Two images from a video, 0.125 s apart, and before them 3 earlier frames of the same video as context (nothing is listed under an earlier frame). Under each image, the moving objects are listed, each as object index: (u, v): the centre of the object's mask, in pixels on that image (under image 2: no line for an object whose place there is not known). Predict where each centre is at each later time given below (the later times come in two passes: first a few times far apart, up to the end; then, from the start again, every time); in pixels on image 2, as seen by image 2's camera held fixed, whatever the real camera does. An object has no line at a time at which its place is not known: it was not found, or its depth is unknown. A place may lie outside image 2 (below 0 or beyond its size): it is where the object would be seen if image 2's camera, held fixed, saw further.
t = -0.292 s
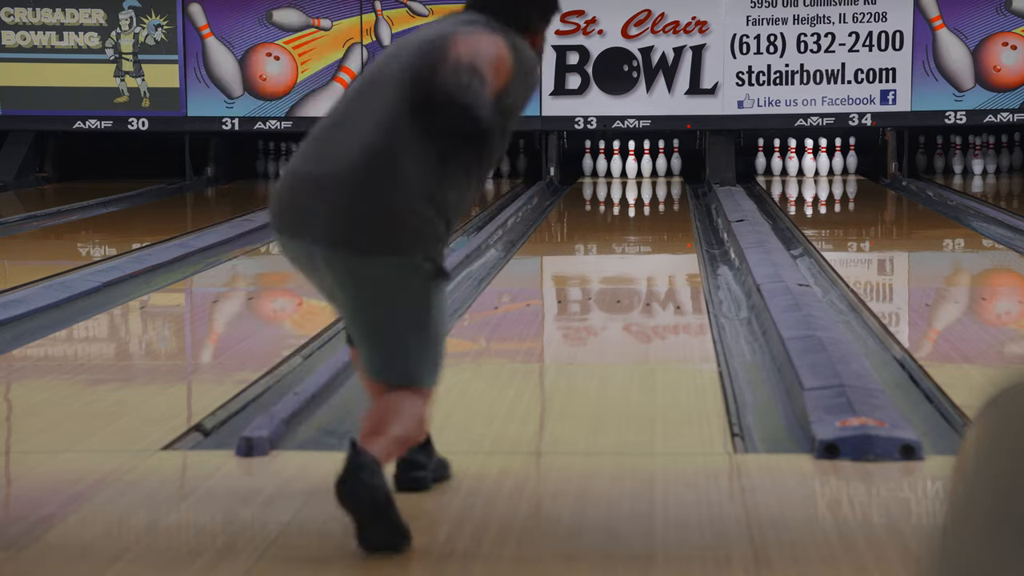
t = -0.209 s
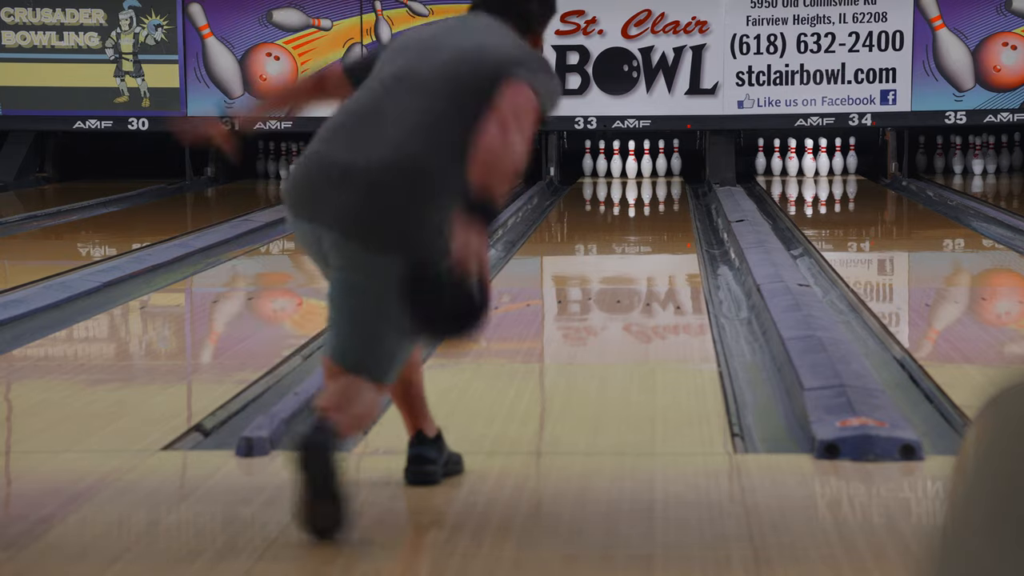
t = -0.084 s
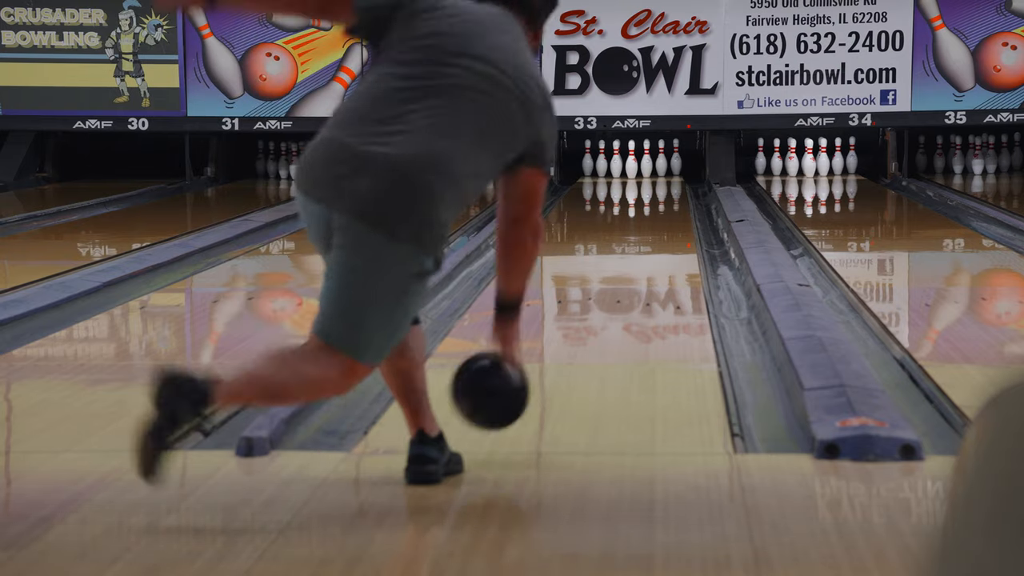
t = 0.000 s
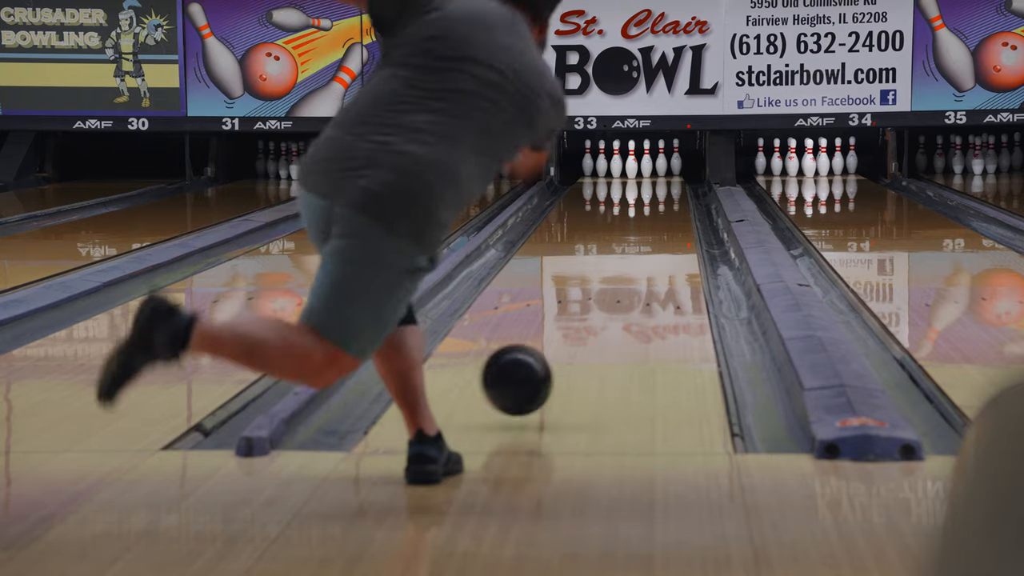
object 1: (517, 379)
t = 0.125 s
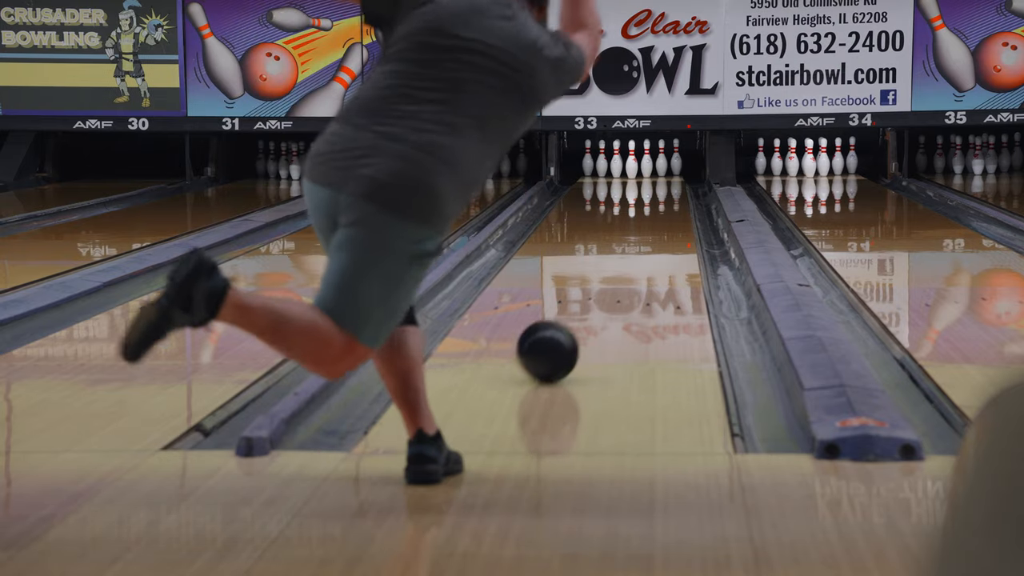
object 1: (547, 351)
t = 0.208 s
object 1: (564, 328)
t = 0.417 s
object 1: (594, 286)
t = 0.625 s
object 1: (615, 257)
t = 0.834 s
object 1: (630, 236)
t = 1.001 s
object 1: (639, 221)
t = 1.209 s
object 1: (647, 207)
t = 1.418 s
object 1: (653, 195)
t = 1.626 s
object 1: (654, 186)
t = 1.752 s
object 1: (653, 181)
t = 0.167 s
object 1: (555, 340)
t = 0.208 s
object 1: (564, 328)
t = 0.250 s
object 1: (571, 319)
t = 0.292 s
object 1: (577, 310)
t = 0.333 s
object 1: (583, 301)
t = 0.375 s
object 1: (589, 294)
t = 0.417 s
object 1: (594, 286)
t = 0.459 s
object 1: (599, 280)
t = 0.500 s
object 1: (603, 274)
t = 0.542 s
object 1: (607, 268)
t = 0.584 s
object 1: (611, 263)
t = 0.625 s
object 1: (615, 257)
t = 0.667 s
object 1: (618, 252)
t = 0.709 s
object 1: (622, 248)
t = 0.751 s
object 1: (624, 244)
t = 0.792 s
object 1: (627, 239)
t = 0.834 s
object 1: (630, 236)
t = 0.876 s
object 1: (632, 232)
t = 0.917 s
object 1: (635, 228)
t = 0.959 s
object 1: (637, 225)
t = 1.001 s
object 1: (639, 221)
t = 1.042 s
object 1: (641, 219)
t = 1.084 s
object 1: (643, 215)
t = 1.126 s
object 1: (644, 213)
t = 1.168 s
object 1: (646, 210)
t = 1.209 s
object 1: (647, 207)
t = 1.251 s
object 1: (649, 205)
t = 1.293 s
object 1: (650, 202)
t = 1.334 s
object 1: (651, 200)
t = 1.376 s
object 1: (652, 198)
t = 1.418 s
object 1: (653, 195)
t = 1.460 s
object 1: (653, 193)
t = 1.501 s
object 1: (653, 191)
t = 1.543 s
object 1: (654, 189)
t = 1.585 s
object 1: (654, 187)
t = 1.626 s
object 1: (654, 186)
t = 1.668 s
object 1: (654, 184)
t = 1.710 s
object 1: (653, 182)
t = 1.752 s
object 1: (653, 181)
